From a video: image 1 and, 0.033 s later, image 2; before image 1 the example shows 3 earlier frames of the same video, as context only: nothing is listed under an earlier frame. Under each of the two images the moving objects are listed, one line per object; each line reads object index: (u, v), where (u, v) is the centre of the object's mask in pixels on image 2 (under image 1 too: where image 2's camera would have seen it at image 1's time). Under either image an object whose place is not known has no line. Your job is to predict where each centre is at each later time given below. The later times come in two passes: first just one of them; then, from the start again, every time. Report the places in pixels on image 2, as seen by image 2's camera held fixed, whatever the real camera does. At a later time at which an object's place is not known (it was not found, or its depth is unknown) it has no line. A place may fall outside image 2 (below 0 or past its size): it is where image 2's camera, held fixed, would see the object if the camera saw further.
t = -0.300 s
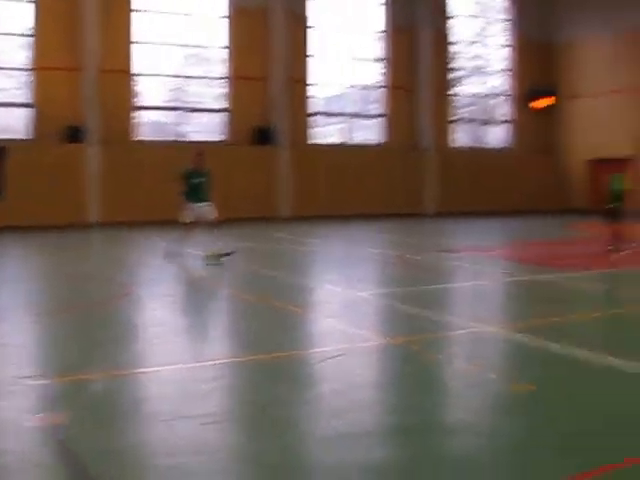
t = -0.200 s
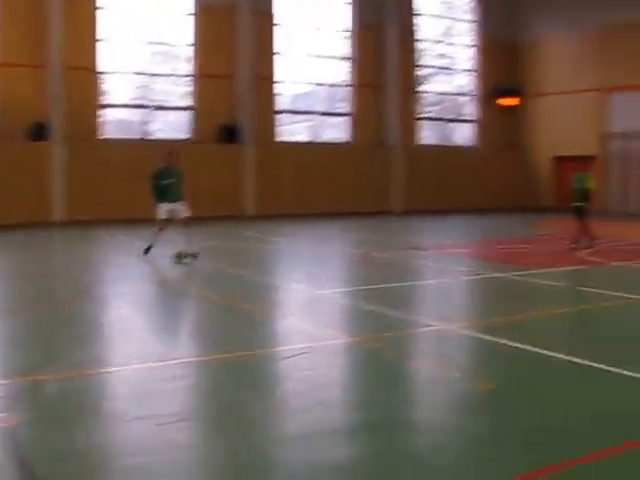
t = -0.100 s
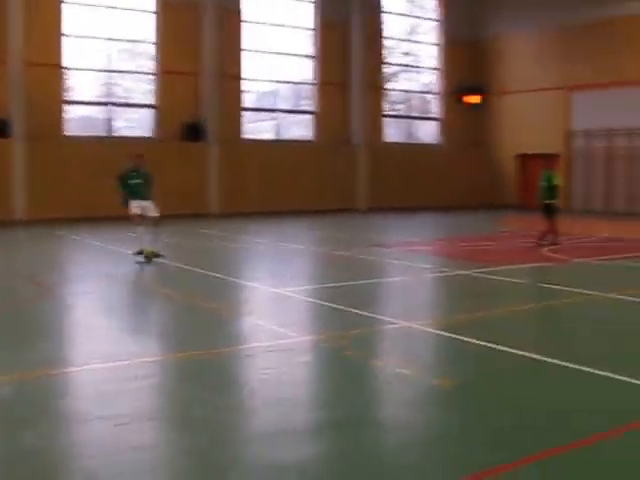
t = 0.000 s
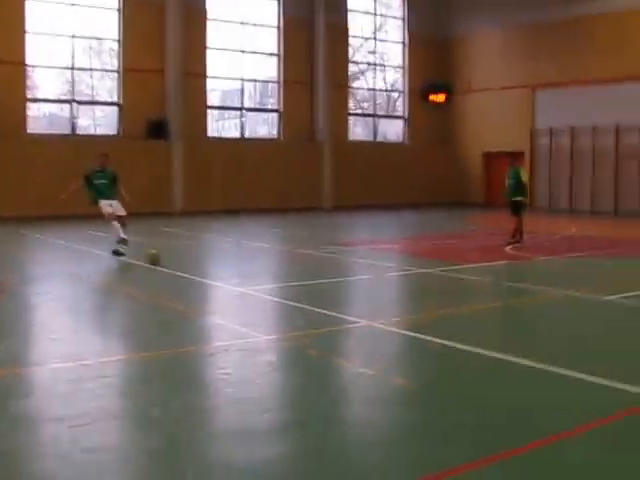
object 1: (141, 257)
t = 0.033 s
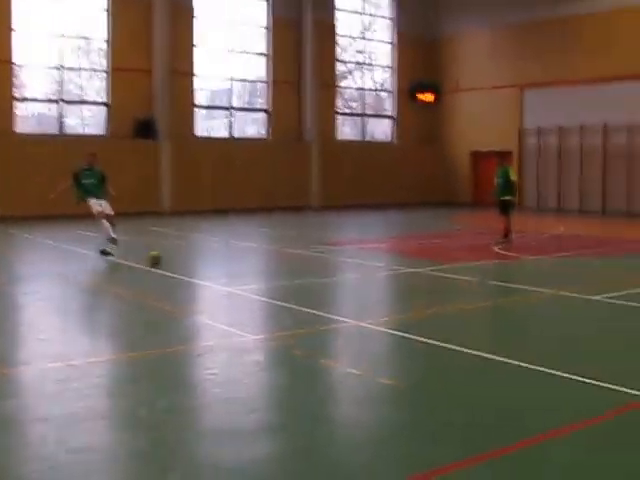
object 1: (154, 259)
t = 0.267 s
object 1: (255, 267)
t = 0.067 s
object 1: (169, 261)
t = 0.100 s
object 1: (184, 263)
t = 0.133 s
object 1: (198, 263)
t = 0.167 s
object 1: (213, 263)
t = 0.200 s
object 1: (227, 264)
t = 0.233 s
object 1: (241, 266)
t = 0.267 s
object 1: (255, 267)
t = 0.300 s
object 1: (270, 269)
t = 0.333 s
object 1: (284, 270)
